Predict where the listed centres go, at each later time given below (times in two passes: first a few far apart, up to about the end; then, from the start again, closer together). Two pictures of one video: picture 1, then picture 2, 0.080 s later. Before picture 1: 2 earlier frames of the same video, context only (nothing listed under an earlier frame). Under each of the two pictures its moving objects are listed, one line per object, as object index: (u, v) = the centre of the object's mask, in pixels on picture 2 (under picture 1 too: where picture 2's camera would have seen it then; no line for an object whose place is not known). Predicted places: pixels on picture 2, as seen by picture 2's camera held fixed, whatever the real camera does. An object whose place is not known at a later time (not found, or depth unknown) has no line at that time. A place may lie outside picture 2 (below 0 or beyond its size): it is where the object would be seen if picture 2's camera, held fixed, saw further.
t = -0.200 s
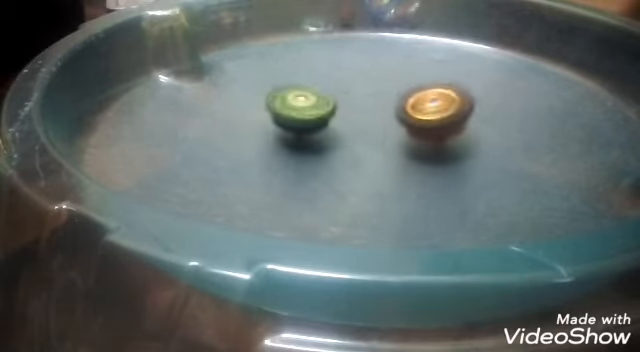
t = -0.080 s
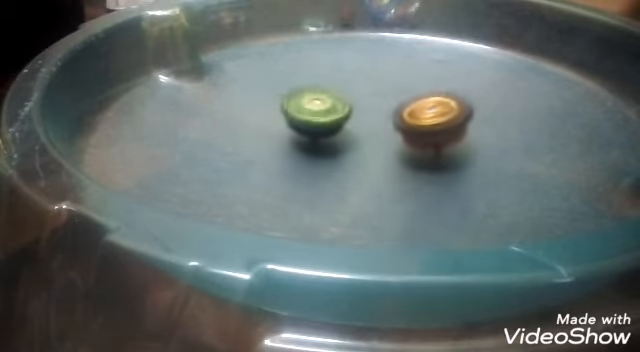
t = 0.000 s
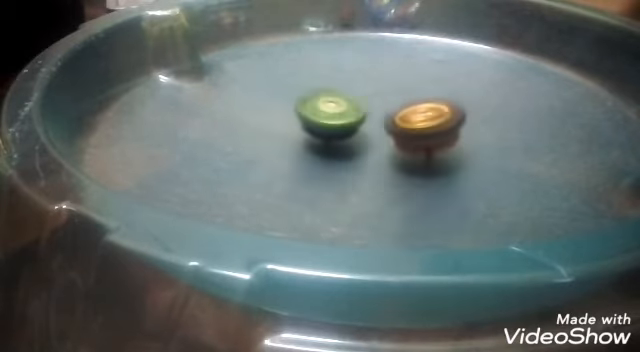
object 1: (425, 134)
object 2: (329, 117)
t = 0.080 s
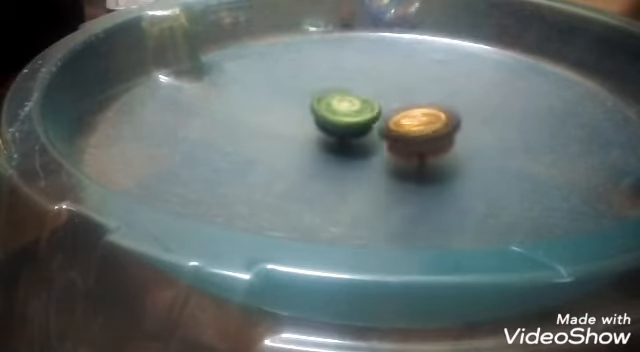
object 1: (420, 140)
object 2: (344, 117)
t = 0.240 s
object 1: (408, 152)
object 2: (339, 105)
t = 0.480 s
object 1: (366, 148)
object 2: (334, 104)
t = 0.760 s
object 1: (346, 156)
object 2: (348, 88)
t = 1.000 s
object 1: (346, 151)
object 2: (361, 96)
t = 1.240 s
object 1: (348, 155)
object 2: (398, 110)
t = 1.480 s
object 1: (346, 155)
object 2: (429, 125)
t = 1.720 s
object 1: (347, 152)
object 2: (441, 136)
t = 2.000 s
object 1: (319, 139)
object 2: (478, 144)
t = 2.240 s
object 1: (336, 143)
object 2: (419, 134)
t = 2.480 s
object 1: (295, 140)
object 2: (410, 131)
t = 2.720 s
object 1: (312, 142)
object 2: (396, 133)
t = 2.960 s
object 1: (332, 124)
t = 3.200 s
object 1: (376, 108)
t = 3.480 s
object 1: (414, 96)
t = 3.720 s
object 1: (415, 96)
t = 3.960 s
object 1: (415, 96)
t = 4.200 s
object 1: (415, 96)
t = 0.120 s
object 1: (420, 145)
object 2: (343, 113)
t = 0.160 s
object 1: (417, 148)
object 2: (342, 109)
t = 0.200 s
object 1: (413, 150)
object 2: (341, 106)
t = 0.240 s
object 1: (408, 152)
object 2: (339, 105)
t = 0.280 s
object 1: (401, 153)
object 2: (338, 103)
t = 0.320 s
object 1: (393, 154)
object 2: (337, 102)
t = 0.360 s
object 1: (385, 153)
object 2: (334, 102)
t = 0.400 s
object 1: (378, 152)
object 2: (334, 103)
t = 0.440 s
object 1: (370, 146)
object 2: (333, 104)
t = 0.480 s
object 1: (366, 148)
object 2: (334, 104)
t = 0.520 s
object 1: (361, 144)
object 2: (335, 102)
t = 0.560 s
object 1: (359, 155)
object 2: (337, 99)
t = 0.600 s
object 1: (356, 158)
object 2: (339, 96)
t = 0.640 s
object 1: (353, 159)
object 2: (340, 92)
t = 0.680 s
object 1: (351, 158)
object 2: (343, 90)
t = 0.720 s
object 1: (349, 158)
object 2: (345, 89)
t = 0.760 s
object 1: (346, 156)
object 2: (348, 88)
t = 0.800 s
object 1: (343, 156)
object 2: (349, 86)
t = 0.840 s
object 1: (343, 159)
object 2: (352, 87)
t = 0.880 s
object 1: (342, 157)
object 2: (352, 89)
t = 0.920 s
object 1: (341, 151)
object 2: (354, 90)
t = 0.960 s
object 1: (344, 153)
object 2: (357, 93)
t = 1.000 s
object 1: (346, 151)
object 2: (361, 96)
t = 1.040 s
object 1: (349, 145)
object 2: (365, 98)
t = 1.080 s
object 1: (353, 143)
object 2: (371, 100)
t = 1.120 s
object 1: (355, 143)
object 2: (377, 102)
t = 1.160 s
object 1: (352, 154)
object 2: (384, 104)
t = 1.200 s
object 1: (350, 158)
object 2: (390, 107)
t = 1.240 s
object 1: (348, 155)
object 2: (398, 110)
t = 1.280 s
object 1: (350, 156)
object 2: (403, 112)
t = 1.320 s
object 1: (349, 157)
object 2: (409, 115)
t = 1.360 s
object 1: (348, 157)
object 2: (414, 118)
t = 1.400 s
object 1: (346, 157)
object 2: (419, 120)
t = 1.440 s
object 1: (346, 157)
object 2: (424, 123)
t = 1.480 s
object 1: (346, 155)
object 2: (429, 125)
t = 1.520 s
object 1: (346, 155)
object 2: (433, 128)
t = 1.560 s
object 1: (347, 154)
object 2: (436, 129)
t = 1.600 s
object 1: (349, 152)
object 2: (436, 130)
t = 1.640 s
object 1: (352, 150)
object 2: (435, 132)
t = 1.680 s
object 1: (356, 149)
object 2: (433, 135)
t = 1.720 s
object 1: (347, 152)
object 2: (441, 136)
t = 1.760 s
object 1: (327, 145)
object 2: (459, 135)
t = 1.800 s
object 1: (315, 143)
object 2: (474, 137)
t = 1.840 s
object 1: (309, 140)
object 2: (485, 137)
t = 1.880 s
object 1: (309, 140)
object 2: (488, 139)
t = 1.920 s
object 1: (311, 142)
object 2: (487, 141)
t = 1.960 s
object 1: (315, 140)
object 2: (484, 143)
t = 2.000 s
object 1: (319, 139)
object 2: (478, 144)
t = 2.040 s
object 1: (323, 138)
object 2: (473, 140)
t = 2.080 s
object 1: (325, 137)
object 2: (467, 143)
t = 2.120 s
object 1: (328, 138)
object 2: (459, 138)
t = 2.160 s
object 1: (331, 139)
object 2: (448, 140)
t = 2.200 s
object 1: (333, 141)
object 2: (435, 140)
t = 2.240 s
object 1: (336, 143)
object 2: (419, 134)
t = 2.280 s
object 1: (333, 145)
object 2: (409, 136)
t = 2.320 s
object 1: (320, 147)
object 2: (407, 131)
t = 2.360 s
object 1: (310, 147)
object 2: (407, 131)
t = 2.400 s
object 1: (304, 138)
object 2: (410, 133)
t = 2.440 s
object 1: (298, 139)
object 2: (410, 130)
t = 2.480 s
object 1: (295, 140)
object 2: (410, 131)
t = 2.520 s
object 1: (294, 139)
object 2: (409, 133)
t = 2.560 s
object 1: (295, 140)
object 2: (406, 131)
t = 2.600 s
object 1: (298, 146)
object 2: (403, 132)
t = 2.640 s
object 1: (302, 146)
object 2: (399, 132)
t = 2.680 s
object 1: (306, 144)
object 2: (397, 133)
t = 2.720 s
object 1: (312, 142)
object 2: (396, 133)
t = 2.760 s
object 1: (318, 140)
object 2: (394, 134)
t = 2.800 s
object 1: (322, 137)
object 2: (396, 135)
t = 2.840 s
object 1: (320, 134)
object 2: (403, 135)
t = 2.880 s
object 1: (322, 130)
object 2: (407, 138)
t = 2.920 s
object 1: (326, 126)
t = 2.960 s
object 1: (332, 124)
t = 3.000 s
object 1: (339, 121)
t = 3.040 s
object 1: (348, 119)
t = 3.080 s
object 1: (357, 118)
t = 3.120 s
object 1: (363, 114)
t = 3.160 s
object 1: (370, 112)
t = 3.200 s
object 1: (376, 108)
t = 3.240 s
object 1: (382, 103)
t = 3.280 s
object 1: (392, 98)
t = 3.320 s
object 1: (400, 96)
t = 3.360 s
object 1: (408, 95)
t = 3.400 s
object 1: (413, 96)
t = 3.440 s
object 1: (414, 96)
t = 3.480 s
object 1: (414, 96)
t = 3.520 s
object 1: (415, 96)
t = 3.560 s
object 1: (415, 96)
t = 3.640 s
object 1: (415, 96)
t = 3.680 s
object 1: (415, 96)
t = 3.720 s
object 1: (415, 96)
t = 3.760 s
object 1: (415, 96)
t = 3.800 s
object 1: (415, 96)
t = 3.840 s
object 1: (415, 96)
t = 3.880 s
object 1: (415, 96)
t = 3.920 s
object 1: (415, 96)
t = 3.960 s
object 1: (415, 96)
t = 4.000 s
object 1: (415, 96)
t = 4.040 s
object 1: (415, 96)
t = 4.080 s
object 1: (415, 96)
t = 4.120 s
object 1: (415, 96)
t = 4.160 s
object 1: (415, 96)
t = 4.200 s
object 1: (415, 96)
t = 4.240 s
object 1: (415, 96)
